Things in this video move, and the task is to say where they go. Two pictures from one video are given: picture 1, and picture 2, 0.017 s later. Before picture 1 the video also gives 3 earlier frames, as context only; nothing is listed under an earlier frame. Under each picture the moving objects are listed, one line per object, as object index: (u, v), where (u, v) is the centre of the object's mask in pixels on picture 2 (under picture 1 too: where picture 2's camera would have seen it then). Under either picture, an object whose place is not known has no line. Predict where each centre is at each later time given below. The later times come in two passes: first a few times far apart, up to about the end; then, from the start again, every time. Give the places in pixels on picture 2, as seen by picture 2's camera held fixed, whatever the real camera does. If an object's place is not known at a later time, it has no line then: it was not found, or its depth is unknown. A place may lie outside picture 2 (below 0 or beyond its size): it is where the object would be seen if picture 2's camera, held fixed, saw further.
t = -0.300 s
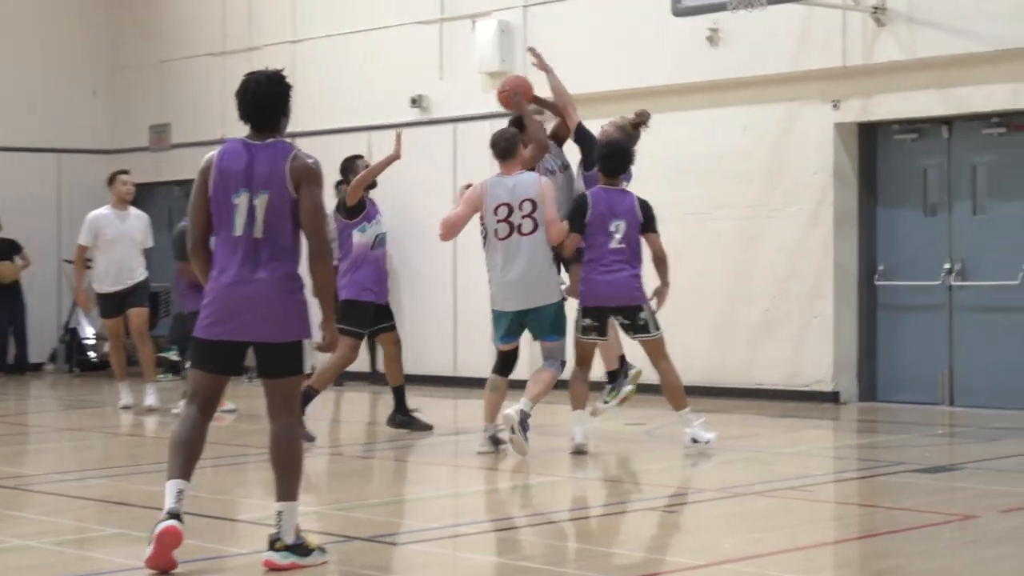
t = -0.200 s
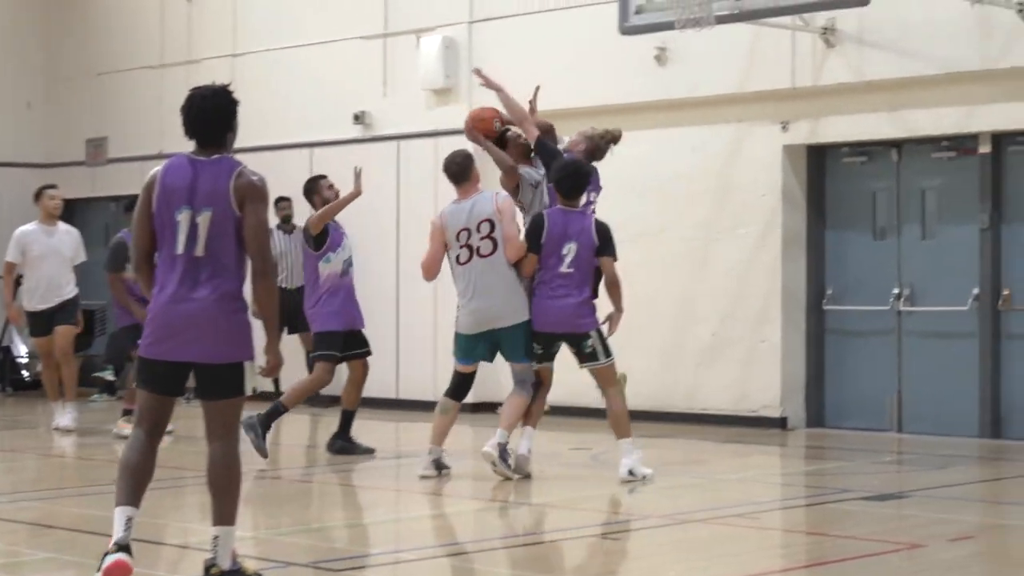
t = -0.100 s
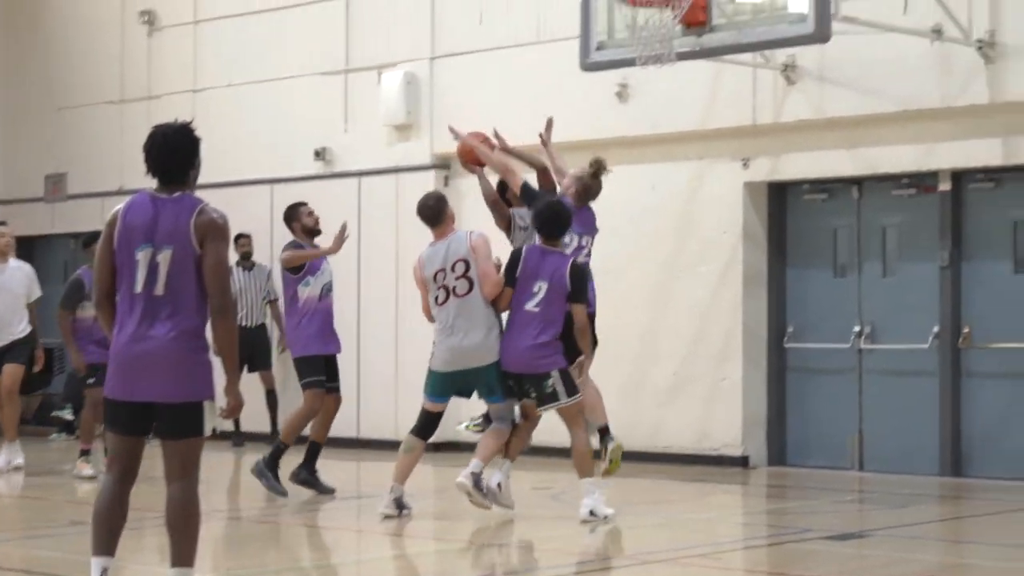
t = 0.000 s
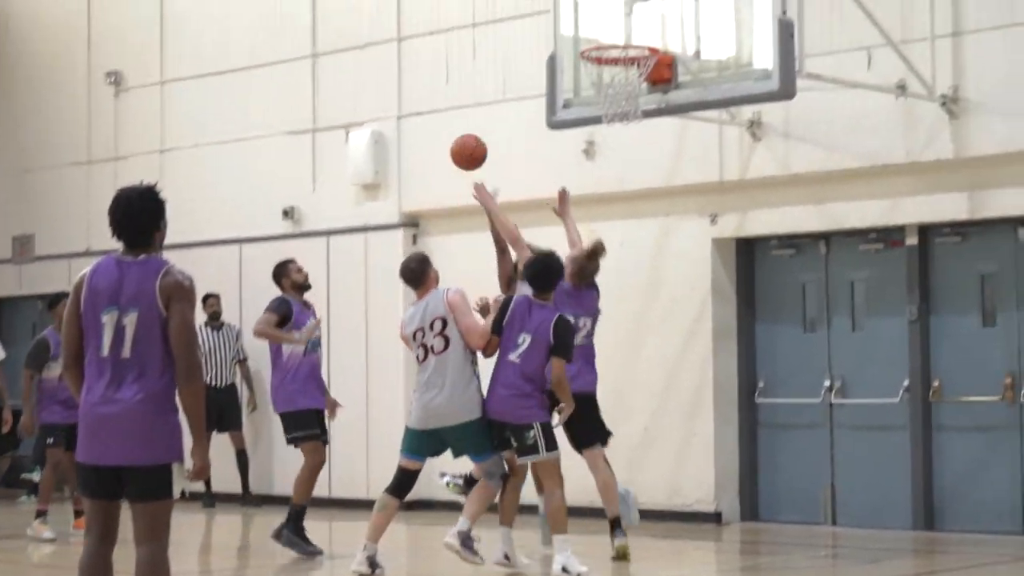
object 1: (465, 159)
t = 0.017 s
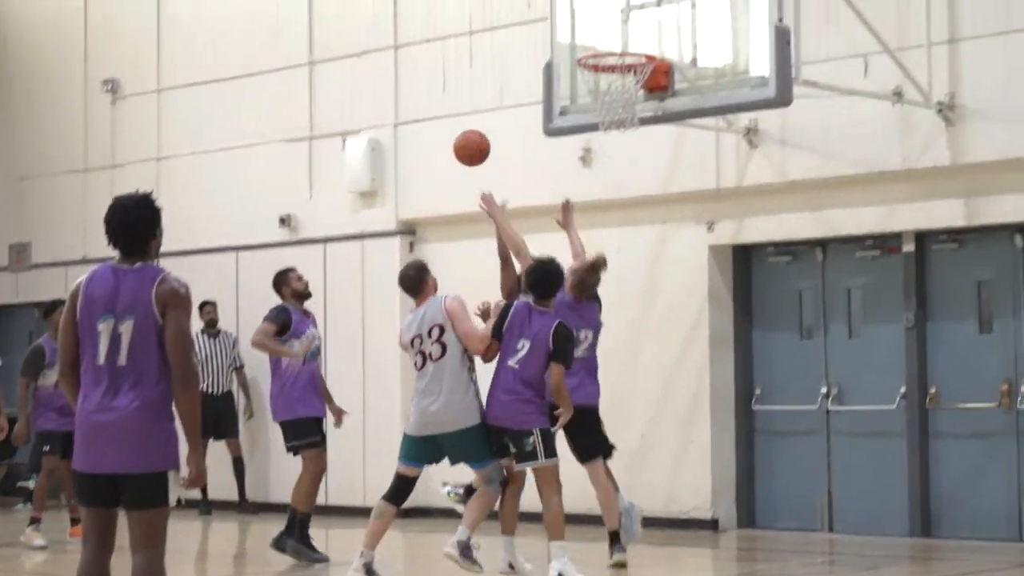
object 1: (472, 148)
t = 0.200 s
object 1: (540, 45)
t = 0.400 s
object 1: (588, -1)
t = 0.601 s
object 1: (610, 25)
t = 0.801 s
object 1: (612, 68)
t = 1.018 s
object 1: (631, 82)
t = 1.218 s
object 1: (619, 100)
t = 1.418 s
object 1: (609, 145)
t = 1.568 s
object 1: (606, 213)
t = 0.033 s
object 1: (478, 136)
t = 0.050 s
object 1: (484, 125)
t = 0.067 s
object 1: (490, 115)
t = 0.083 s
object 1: (496, 105)
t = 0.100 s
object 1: (503, 95)
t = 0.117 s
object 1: (509, 86)
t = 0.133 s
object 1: (515, 77)
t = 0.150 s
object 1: (521, 69)
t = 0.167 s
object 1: (528, 60)
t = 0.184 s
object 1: (534, 53)
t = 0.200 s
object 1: (540, 45)
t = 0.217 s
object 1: (546, 38)
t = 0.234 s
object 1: (552, 32)
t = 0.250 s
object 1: (558, 26)
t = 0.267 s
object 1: (565, 20)
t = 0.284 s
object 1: (571, 15)
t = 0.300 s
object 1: (577, 10)
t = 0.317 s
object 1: (579, 7)
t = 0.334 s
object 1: (581, 5)
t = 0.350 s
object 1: (582, 2)
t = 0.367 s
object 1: (584, 1)
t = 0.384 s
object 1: (586, 0)
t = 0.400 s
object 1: (588, -1)
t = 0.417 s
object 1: (589, -2)
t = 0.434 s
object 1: (591, -2)
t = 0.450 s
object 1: (593, -1)
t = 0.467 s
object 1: (595, 1)
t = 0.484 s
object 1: (597, 2)
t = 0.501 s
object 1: (599, 4)
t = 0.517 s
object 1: (601, 6)
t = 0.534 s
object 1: (603, 9)
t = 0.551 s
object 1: (604, 12)
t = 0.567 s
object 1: (606, 16)
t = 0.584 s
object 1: (608, 20)
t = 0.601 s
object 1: (610, 25)
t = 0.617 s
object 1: (612, 30)
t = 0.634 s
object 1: (614, 35)
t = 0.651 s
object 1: (616, 39)
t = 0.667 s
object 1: (618, 47)
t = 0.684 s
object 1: (616, 49)
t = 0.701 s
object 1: (615, 53)
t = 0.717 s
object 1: (613, 55)
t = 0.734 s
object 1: (612, 58)
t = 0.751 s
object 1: (610, 62)
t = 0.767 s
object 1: (607, 66)
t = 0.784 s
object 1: (610, 67)
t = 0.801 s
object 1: (612, 68)
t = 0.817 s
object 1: (615, 70)
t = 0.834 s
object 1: (617, 72)
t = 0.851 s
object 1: (619, 74)
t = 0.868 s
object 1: (621, 77)
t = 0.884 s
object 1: (625, 81)
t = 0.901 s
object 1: (626, 82)
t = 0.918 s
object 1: (628, 84)
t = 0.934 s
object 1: (630, 84)
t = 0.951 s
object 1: (631, 84)
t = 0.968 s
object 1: (631, 84)
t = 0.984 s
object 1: (631, 84)
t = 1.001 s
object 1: (630, 83)
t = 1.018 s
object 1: (631, 82)
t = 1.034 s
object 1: (629, 83)
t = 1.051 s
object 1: (630, 82)
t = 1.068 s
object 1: (630, 82)
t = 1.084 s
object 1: (628, 83)
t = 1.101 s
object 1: (629, 83)
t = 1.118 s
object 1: (626, 85)
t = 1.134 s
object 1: (625, 87)
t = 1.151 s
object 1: (624, 91)
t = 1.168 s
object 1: (623, 93)
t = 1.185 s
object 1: (621, 95)
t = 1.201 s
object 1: (620, 98)
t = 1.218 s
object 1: (619, 100)
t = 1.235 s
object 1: (617, 103)
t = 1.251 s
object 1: (616, 107)
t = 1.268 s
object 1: (615, 109)
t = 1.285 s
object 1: (613, 112)
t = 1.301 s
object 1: (612, 114)
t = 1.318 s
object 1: (611, 117)
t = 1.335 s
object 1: (611, 121)
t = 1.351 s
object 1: (610, 125)
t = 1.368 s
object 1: (610, 129)
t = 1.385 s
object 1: (610, 135)
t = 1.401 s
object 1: (609, 142)
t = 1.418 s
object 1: (609, 145)
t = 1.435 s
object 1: (609, 150)
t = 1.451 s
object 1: (608, 157)
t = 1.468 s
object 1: (608, 163)
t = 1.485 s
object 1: (608, 171)
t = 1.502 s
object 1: (607, 178)
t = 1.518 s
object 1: (607, 186)
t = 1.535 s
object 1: (607, 194)
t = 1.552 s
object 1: (607, 203)
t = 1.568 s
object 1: (606, 213)
